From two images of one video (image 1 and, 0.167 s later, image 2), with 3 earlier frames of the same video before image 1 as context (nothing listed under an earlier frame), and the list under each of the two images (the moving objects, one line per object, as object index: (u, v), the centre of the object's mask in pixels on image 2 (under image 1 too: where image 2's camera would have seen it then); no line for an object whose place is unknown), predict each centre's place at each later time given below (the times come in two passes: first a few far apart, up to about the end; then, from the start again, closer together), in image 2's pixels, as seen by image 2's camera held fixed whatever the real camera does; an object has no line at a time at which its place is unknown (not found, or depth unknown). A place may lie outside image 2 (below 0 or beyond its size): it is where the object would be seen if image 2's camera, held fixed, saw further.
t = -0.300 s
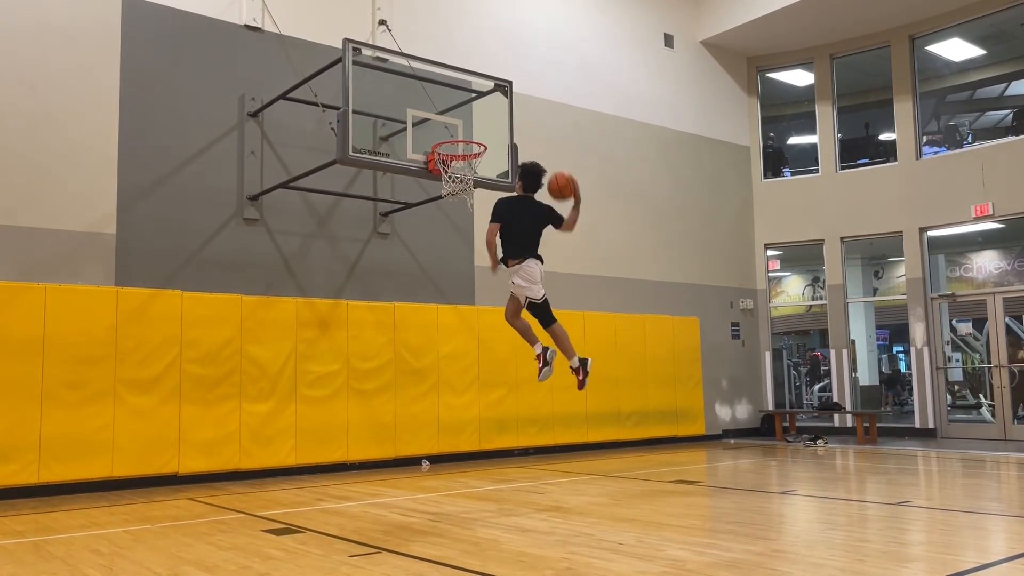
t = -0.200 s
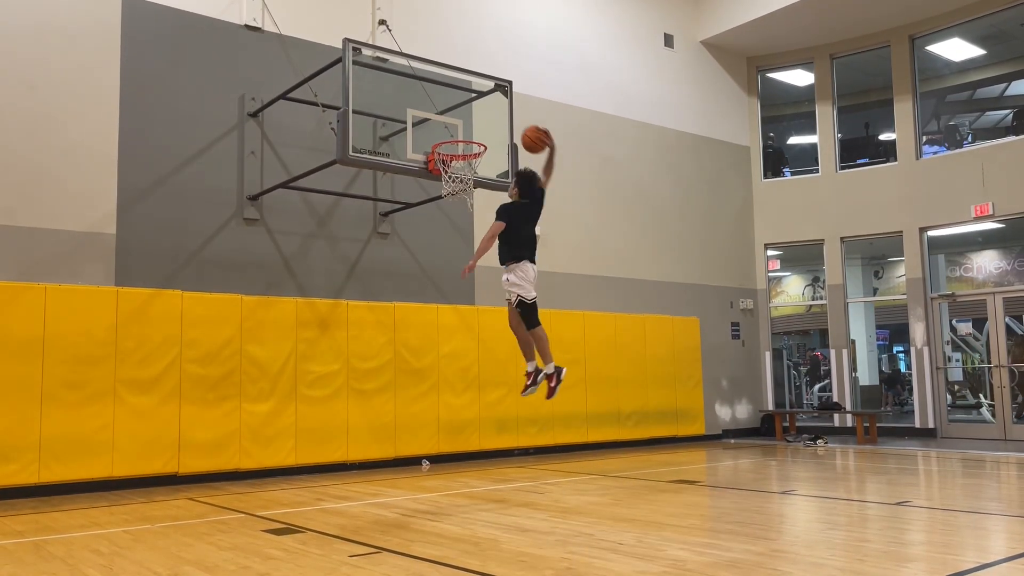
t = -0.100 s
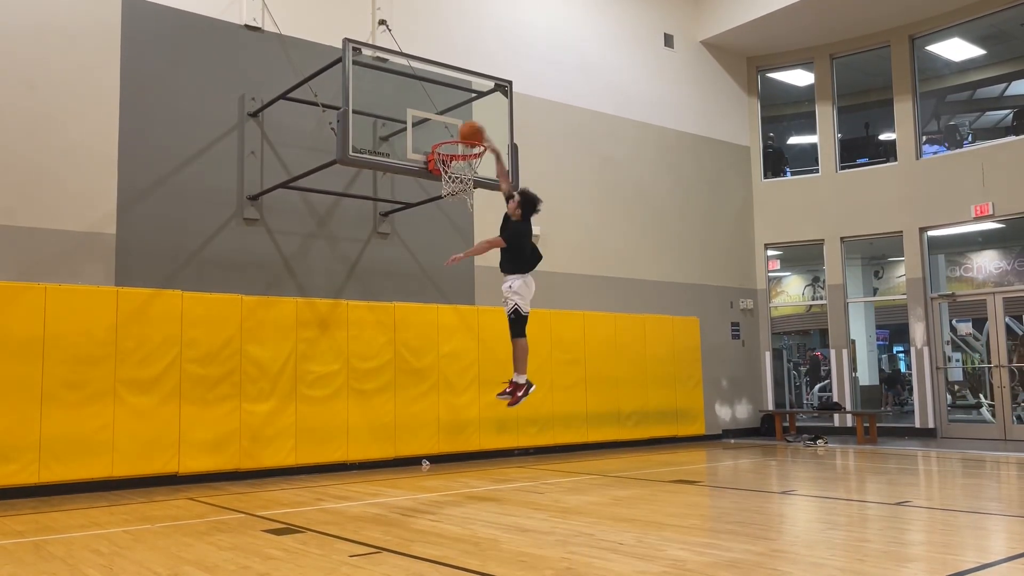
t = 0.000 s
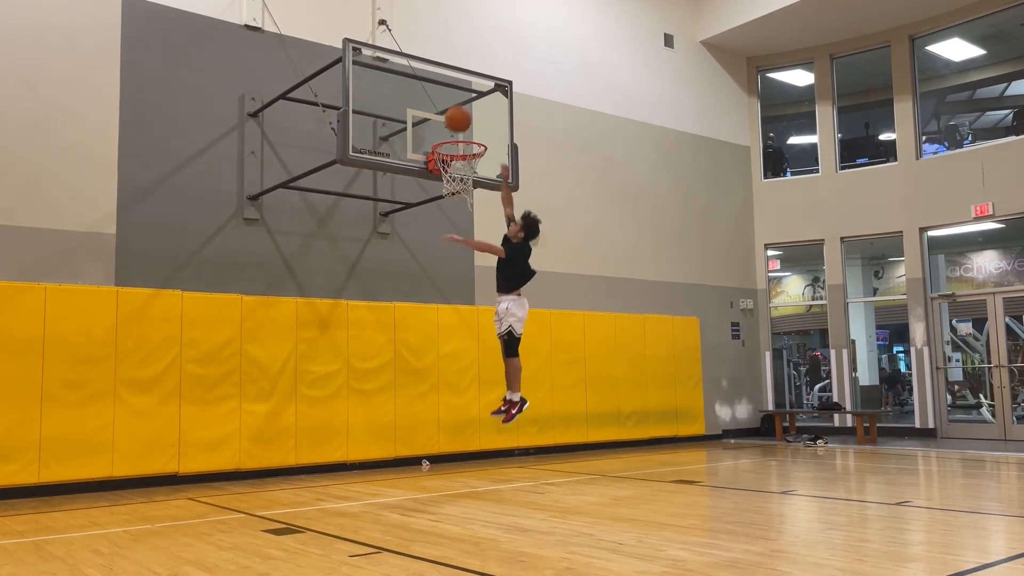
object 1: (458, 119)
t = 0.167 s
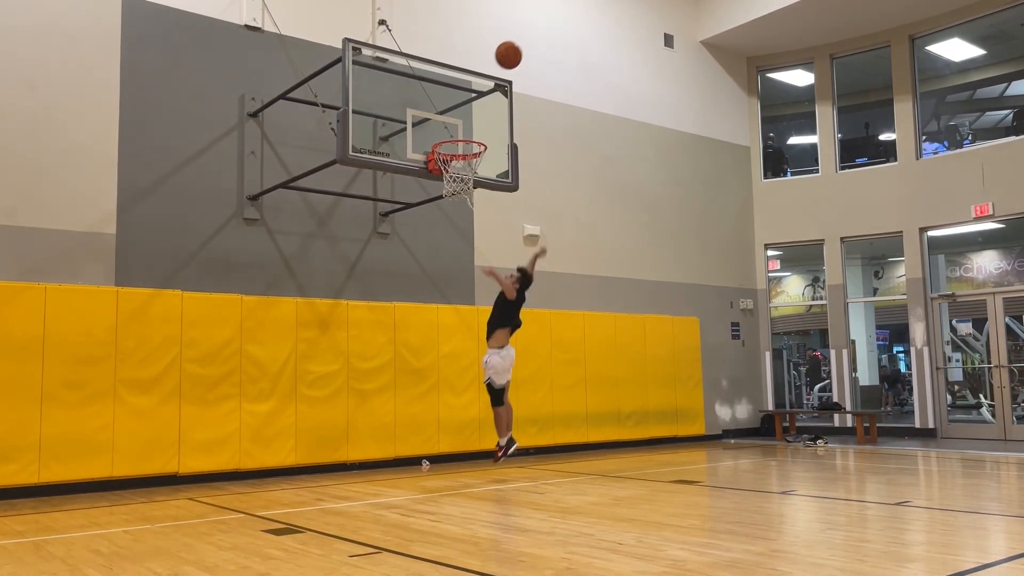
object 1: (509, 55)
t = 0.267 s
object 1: (540, 30)
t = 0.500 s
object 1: (617, 15)
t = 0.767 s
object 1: (713, 74)
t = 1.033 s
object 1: (823, 224)
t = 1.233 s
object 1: (917, 410)
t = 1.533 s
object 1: (975, 339)
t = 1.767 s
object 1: (1000, 251)
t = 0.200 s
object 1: (519, 46)
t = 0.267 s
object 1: (540, 30)
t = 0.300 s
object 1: (550, 25)
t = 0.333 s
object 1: (561, 20)
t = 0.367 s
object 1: (572, 17)
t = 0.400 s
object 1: (583, 14)
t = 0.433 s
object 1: (594, 13)
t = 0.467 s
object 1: (605, 14)
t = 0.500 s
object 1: (617, 15)
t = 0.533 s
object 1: (628, 18)
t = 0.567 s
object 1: (640, 22)
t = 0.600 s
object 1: (652, 27)
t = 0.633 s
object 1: (664, 34)
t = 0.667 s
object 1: (676, 42)
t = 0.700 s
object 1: (688, 51)
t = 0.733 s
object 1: (701, 62)
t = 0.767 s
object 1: (713, 74)
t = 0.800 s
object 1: (726, 87)
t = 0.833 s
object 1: (739, 103)
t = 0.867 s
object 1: (752, 119)
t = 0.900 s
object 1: (766, 137)
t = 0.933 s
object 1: (780, 157)
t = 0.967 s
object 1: (794, 178)
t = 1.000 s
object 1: (809, 201)
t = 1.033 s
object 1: (823, 224)
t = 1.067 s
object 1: (838, 251)
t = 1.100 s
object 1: (854, 279)
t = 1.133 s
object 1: (870, 309)
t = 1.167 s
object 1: (885, 340)
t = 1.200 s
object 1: (901, 375)
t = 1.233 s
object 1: (917, 410)
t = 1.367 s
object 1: (961, 450)
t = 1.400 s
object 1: (963, 424)
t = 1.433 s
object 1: (966, 400)
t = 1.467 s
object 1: (968, 379)
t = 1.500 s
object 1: (972, 359)
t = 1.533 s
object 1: (975, 339)
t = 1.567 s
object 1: (978, 322)
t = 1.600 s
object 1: (981, 306)
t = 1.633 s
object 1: (984, 293)
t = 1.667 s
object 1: (988, 280)
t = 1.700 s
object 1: (992, 268)
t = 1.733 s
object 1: (996, 259)
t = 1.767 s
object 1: (1000, 251)
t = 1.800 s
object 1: (1004, 245)
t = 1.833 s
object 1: (1007, 240)
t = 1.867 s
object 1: (1010, 236)
